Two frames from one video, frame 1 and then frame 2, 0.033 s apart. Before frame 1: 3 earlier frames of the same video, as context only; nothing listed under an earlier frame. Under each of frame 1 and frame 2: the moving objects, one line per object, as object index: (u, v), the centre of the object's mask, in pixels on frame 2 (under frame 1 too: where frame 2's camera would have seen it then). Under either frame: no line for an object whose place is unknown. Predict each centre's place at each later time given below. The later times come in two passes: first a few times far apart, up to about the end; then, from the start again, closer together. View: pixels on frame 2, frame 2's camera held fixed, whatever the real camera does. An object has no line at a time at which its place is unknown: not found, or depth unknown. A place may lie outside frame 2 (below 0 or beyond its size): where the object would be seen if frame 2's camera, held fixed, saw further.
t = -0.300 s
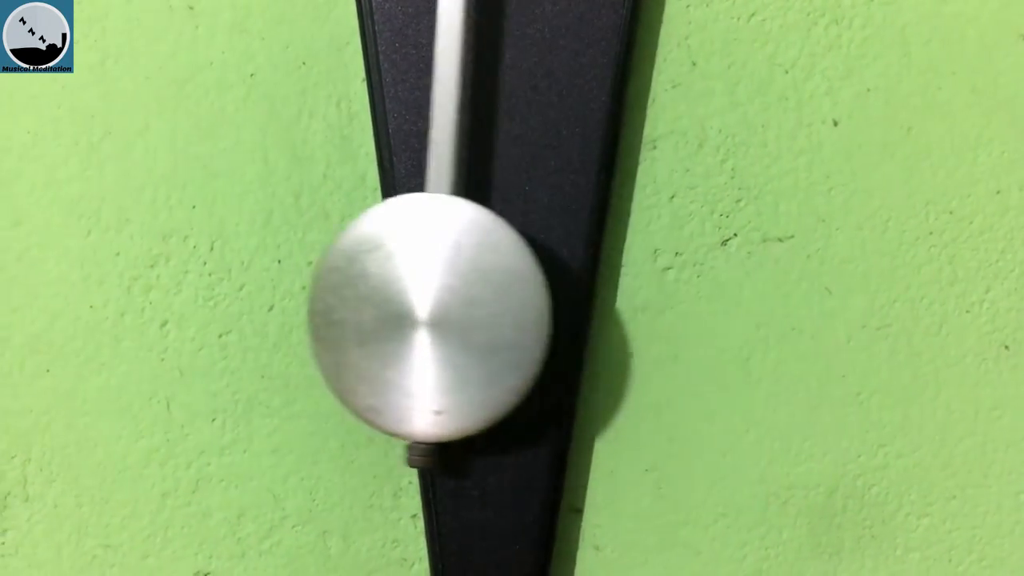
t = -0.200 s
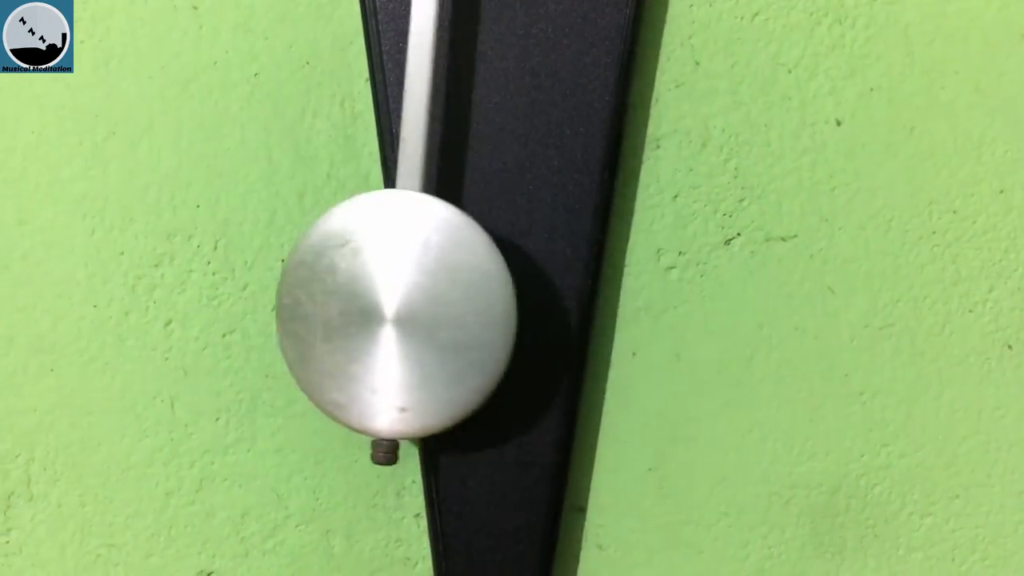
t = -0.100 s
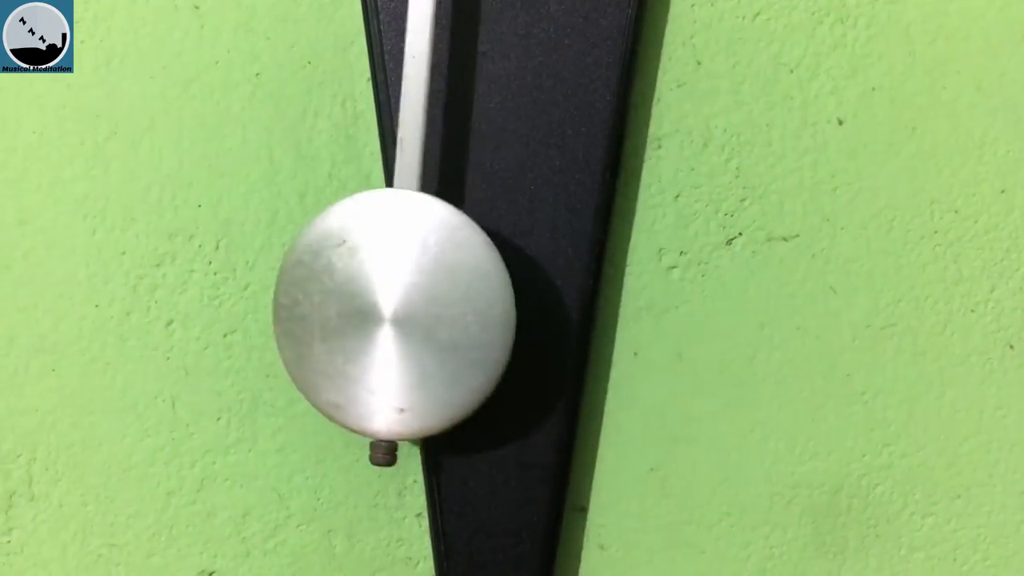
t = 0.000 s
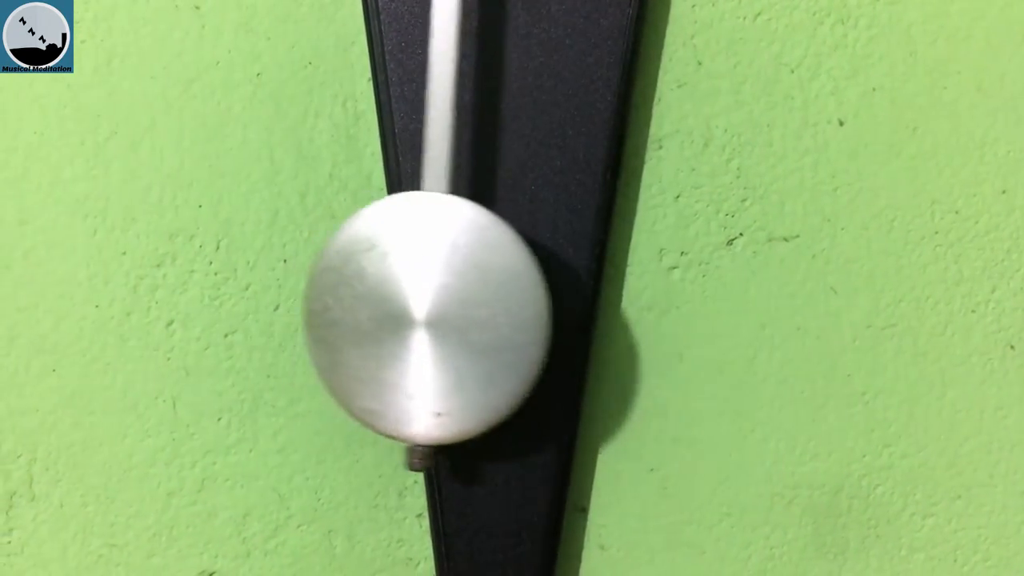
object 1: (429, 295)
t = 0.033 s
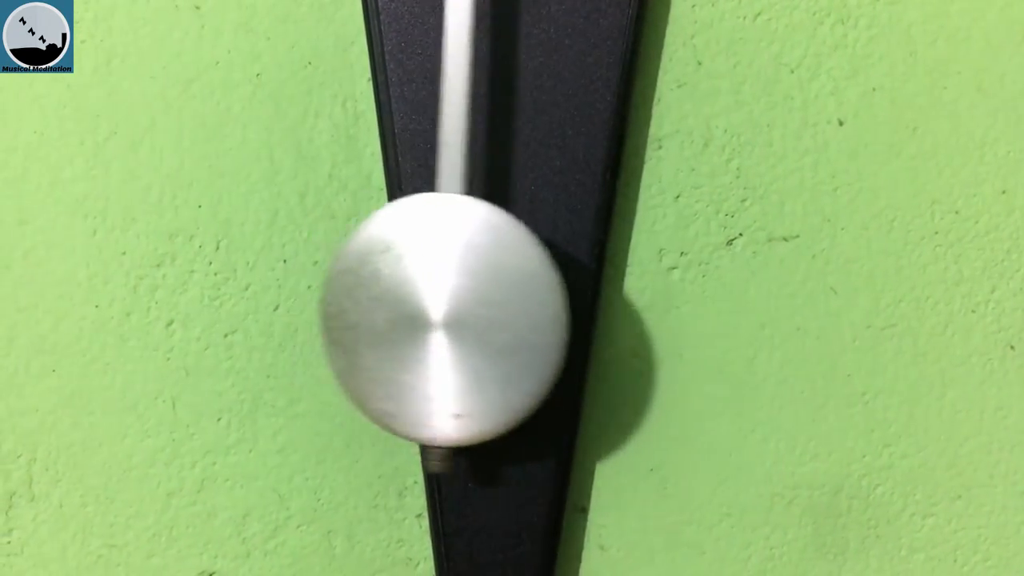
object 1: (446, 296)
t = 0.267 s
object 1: (596, 297)
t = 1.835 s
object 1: (574, 295)
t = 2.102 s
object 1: (411, 294)
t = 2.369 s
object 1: (436, 294)
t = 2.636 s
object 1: (604, 296)
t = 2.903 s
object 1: (630, 296)
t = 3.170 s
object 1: (474, 293)
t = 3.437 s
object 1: (403, 296)
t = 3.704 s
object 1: (540, 298)
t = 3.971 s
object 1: (644, 296)
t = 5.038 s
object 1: (622, 295)
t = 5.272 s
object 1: (620, 294)
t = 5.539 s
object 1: (462, 297)
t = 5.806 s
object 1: (403, 299)
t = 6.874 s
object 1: (394, 295)
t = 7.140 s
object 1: (479, 294)
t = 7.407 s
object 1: (634, 298)
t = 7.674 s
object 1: (594, 296)
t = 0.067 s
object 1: (466, 297)
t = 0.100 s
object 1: (487, 296)
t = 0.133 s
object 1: (510, 296)
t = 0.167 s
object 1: (532, 296)
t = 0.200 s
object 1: (554, 297)
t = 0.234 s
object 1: (576, 296)
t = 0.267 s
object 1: (596, 297)
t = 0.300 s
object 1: (613, 297)
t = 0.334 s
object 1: (628, 296)
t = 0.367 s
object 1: (639, 296)
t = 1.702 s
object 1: (639, 295)
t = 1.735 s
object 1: (627, 295)
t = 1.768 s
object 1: (612, 295)
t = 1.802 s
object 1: (594, 295)
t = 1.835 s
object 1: (574, 295)
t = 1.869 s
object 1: (552, 296)
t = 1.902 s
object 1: (529, 294)
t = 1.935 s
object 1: (507, 294)
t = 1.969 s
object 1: (484, 295)
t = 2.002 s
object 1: (463, 295)
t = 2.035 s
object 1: (443, 294)
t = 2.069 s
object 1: (426, 294)
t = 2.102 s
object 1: (411, 294)
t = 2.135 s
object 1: (400, 295)
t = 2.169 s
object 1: (393, 294)
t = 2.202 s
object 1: (390, 295)
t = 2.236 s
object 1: (391, 295)
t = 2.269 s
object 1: (397, 295)
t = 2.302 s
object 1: (407, 294)
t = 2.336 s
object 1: (420, 295)
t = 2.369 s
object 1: (436, 294)
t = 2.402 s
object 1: (455, 294)
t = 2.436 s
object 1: (476, 294)
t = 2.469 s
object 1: (498, 295)
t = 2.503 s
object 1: (520, 294)
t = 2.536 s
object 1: (542, 295)
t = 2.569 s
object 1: (564, 295)
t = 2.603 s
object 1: (585, 295)
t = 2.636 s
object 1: (604, 296)
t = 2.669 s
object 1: (620, 296)
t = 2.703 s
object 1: (633, 296)
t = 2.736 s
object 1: (643, 296)
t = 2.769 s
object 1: (649, 296)
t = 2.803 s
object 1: (650, 296)
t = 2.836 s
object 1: (648, 296)
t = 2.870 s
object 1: (641, 297)
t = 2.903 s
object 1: (630, 296)
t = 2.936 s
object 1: (616, 296)
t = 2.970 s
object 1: (599, 296)
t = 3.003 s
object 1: (580, 296)
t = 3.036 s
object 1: (559, 295)
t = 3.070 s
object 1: (537, 295)
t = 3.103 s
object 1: (516, 295)
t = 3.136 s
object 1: (495, 294)
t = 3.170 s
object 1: (474, 293)
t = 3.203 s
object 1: (455, 293)
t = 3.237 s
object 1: (437, 292)
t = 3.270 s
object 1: (422, 293)
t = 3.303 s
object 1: (411, 294)
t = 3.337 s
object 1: (403, 295)
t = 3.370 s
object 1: (399, 295)
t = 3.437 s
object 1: (403, 296)
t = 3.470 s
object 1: (411, 296)
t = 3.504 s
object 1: (423, 297)
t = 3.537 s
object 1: (438, 297)
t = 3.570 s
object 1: (457, 297)
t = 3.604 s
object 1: (476, 298)
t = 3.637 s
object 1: (497, 298)
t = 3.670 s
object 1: (519, 297)
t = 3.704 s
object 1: (540, 298)
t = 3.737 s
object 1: (561, 298)
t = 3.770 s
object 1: (582, 298)
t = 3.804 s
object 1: (600, 298)
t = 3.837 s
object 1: (615, 298)
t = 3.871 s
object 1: (628, 297)
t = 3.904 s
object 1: (638, 297)
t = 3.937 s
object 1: (643, 297)
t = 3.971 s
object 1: (644, 296)
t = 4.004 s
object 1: (642, 296)
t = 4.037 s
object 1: (636, 296)
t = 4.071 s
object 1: (626, 295)
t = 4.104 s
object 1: (613, 295)
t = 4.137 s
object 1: (598, 295)
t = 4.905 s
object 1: (551, 298)
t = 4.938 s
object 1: (571, 298)
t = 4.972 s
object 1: (591, 297)
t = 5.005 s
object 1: (608, 296)
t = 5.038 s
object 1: (622, 295)
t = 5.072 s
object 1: (633, 295)
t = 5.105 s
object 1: (640, 294)
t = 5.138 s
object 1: (643, 294)
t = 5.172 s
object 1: (643, 294)
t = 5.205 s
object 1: (639, 293)
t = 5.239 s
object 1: (631, 294)
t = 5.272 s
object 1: (620, 294)
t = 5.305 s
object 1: (605, 294)
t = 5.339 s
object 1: (587, 295)
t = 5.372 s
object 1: (568, 295)
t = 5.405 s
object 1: (547, 296)
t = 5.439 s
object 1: (526, 296)
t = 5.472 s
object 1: (505, 296)
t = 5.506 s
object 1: (483, 297)
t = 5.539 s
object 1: (462, 297)
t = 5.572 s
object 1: (443, 298)
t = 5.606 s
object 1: (426, 298)
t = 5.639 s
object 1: (412, 298)
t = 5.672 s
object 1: (401, 298)
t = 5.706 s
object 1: (395, 299)
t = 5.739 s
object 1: (394, 299)
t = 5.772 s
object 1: (397, 298)
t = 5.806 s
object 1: (403, 299)
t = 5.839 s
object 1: (414, 299)
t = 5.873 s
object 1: (429, 296)
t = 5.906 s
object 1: (446, 296)
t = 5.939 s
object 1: (466, 295)
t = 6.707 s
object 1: (461, 298)
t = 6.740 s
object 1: (441, 297)
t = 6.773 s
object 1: (424, 297)
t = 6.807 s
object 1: (410, 296)
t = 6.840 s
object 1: (401, 296)
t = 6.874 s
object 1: (394, 295)
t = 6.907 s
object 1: (392, 295)
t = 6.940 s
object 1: (394, 294)
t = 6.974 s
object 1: (401, 294)
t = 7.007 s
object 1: (411, 293)
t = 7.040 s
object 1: (424, 293)
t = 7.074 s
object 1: (441, 293)
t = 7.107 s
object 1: (459, 294)
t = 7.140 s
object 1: (479, 294)
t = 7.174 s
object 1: (501, 294)
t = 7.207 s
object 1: (523, 296)
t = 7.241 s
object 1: (545, 296)
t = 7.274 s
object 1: (566, 296)
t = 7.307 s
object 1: (587, 296)
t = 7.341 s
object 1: (605, 297)
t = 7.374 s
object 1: (621, 298)
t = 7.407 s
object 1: (634, 298)
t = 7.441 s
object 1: (643, 298)
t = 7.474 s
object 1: (649, 299)
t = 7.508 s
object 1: (649, 299)
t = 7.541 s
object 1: (646, 299)
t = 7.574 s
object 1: (638, 299)
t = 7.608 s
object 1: (627, 299)
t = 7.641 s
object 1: (612, 298)
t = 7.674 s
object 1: (594, 296)
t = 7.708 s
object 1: (575, 296)
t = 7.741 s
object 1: (554, 296)
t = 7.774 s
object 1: (532, 295)
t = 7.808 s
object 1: (512, 295)
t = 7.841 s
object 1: (491, 294)
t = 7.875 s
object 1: (471, 293)
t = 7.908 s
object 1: (453, 292)
